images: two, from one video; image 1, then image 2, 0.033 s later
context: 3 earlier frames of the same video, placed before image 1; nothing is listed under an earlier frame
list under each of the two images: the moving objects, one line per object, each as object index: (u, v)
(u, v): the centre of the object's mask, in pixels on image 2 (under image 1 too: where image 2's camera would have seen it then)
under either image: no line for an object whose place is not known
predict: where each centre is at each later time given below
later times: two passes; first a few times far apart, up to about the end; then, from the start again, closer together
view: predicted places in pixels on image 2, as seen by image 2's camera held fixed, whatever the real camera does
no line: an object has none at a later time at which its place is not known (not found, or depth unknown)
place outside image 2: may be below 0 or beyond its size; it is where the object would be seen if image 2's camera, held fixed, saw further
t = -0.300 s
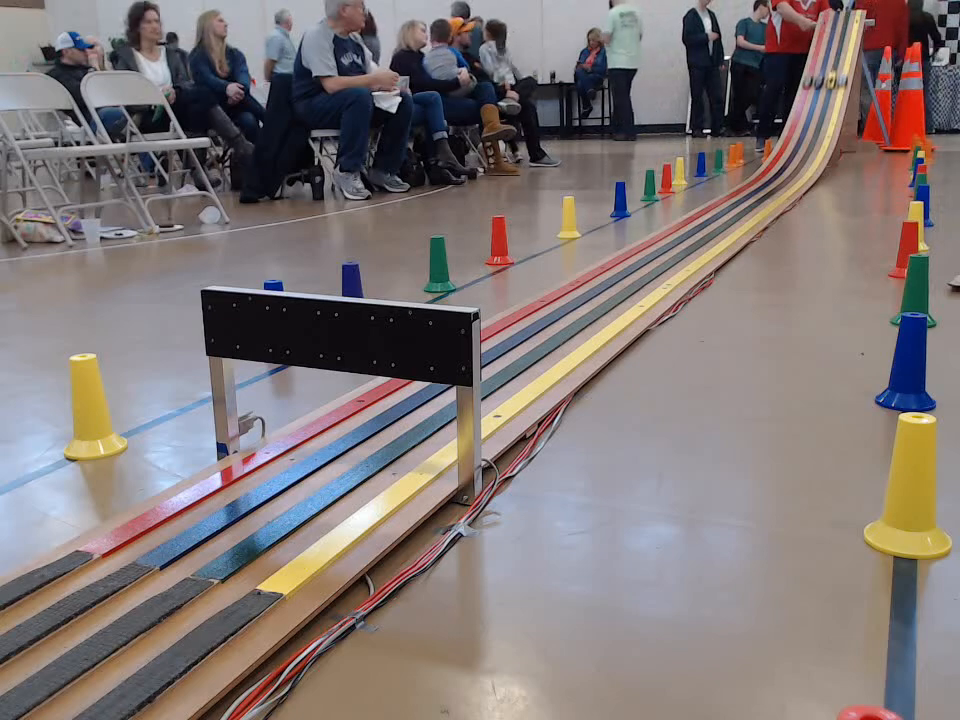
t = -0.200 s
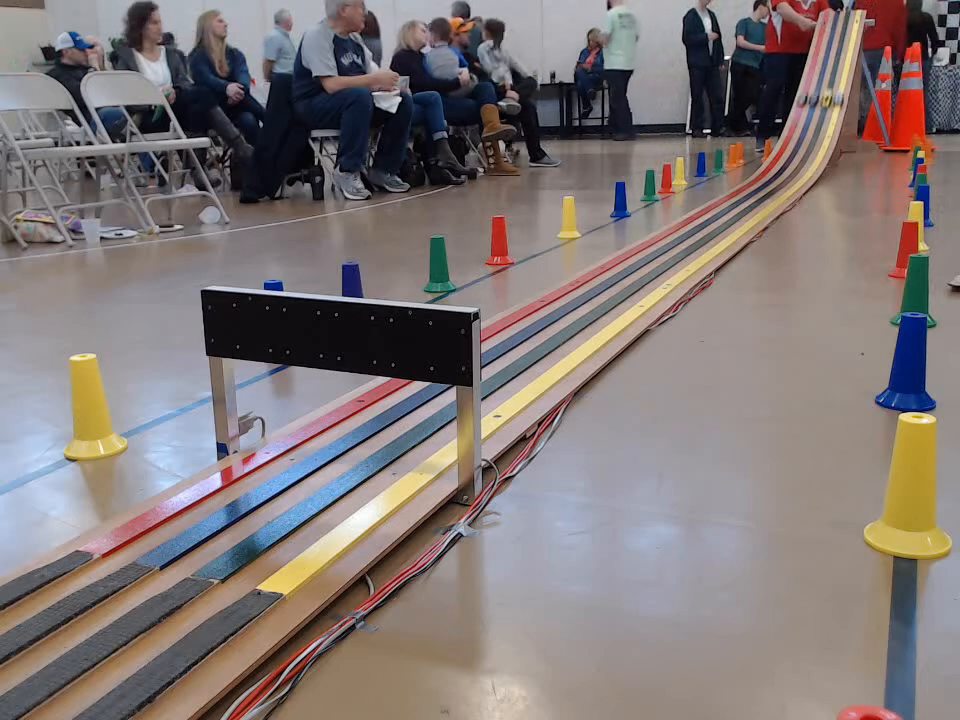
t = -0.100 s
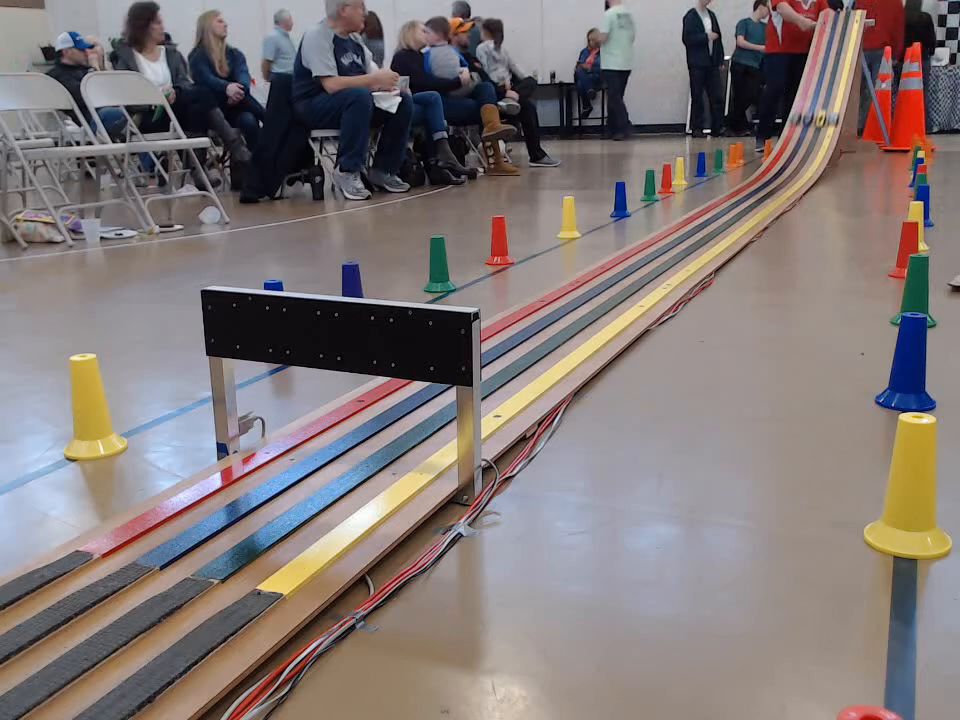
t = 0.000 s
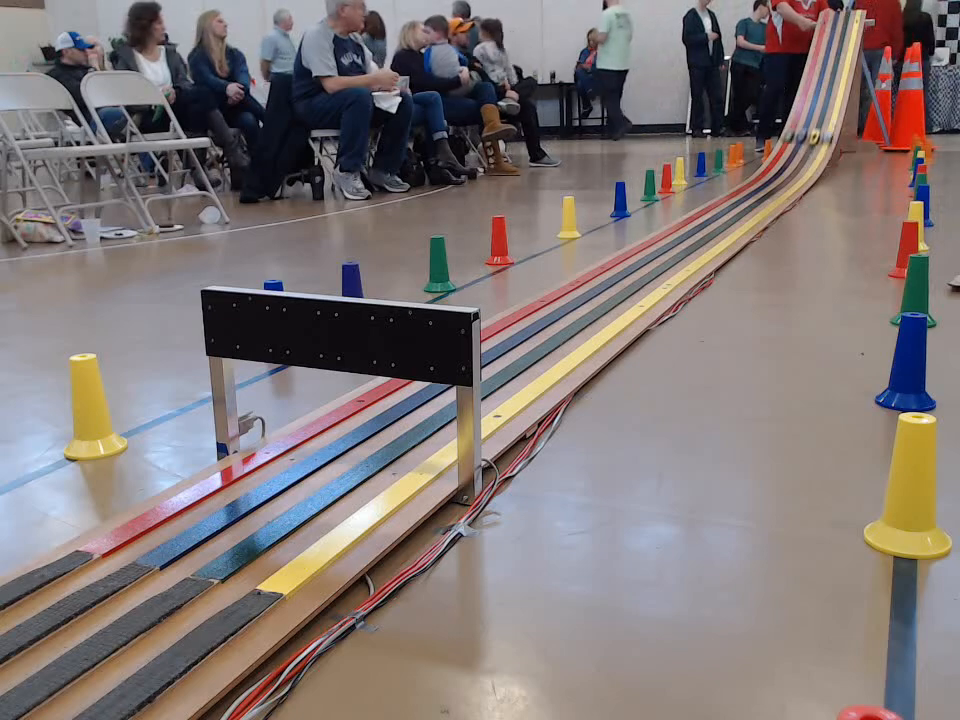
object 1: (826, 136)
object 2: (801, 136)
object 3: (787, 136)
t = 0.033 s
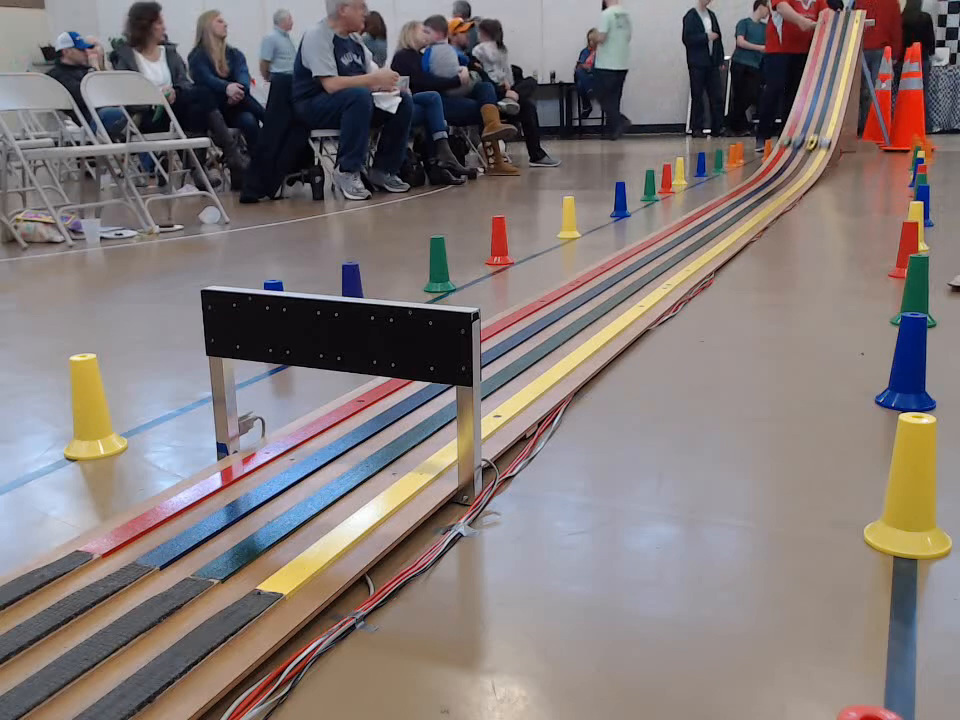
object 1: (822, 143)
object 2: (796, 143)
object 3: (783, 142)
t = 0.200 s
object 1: (812, 165)
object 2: (784, 164)
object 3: (769, 164)
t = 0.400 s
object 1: (796, 183)
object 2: (765, 182)
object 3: (750, 181)
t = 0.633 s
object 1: (771, 200)
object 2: (735, 200)
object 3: (717, 200)
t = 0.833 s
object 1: (741, 224)
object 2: (699, 222)
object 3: (679, 222)
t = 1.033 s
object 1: (701, 254)
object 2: (653, 251)
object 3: (625, 253)
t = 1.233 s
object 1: (637, 300)
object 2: (577, 295)
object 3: (543, 297)
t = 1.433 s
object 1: (526, 383)
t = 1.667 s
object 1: (179, 627)
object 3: (40, 568)
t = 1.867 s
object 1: (132, 680)
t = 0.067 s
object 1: (820, 148)
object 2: (793, 148)
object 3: (780, 146)
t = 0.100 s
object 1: (819, 153)
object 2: (791, 152)
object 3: (779, 150)
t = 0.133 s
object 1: (817, 157)
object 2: (789, 156)
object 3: (777, 155)
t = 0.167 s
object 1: (814, 162)
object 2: (788, 160)
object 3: (775, 160)
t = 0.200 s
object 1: (812, 165)
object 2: (784, 164)
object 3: (769, 164)
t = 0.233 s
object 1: (809, 168)
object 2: (780, 168)
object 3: (766, 167)
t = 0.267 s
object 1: (806, 171)
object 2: (778, 170)
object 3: (763, 170)
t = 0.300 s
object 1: (804, 175)
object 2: (775, 174)
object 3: (760, 173)
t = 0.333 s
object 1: (801, 178)
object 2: (771, 178)
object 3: (756, 177)
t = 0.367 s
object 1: (798, 180)
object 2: (767, 180)
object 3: (753, 179)
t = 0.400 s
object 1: (796, 183)
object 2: (765, 182)
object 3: (750, 181)
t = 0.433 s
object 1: (793, 186)
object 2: (761, 184)
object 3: (745, 183)
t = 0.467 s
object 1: (789, 188)
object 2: (756, 186)
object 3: (741, 186)
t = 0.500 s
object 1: (786, 190)
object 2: (753, 189)
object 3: (736, 189)
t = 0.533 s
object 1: (783, 192)
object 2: (749, 191)
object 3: (731, 192)
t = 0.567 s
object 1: (779, 195)
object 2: (744, 195)
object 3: (727, 194)
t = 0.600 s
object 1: (777, 197)
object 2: (740, 198)
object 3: (723, 197)
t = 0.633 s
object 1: (771, 200)
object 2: (735, 200)
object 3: (717, 200)
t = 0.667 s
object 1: (767, 203)
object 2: (729, 203)
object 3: (713, 203)
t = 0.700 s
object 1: (763, 207)
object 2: (724, 207)
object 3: (707, 206)
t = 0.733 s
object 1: (757, 211)
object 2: (718, 211)
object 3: (700, 211)
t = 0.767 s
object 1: (752, 216)
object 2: (712, 214)
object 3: (694, 215)
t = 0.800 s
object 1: (747, 219)
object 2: (706, 218)
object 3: (686, 219)
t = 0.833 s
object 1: (741, 224)
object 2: (699, 222)
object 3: (679, 222)
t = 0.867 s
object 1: (735, 228)
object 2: (692, 227)
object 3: (671, 227)
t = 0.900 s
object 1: (730, 232)
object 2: (685, 231)
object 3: (663, 232)
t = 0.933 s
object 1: (724, 237)
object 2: (677, 236)
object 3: (655, 237)
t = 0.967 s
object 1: (716, 242)
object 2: (670, 240)
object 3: (646, 242)
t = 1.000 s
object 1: (708, 248)
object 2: (661, 245)
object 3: (636, 248)
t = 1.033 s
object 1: (701, 254)
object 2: (653, 251)
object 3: (625, 253)
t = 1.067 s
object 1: (691, 258)
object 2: (642, 257)
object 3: (615, 259)
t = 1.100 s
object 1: (682, 265)
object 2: (630, 264)
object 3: (602, 266)
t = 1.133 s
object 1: (672, 272)
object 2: (619, 270)
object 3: (588, 273)
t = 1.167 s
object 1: (661, 281)
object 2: (606, 278)
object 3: (575, 280)
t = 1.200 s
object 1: (650, 290)
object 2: (590, 287)
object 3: (560, 288)
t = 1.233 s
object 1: (637, 300)
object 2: (577, 295)
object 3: (543, 297)
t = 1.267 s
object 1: (623, 311)
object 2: (561, 305)
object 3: (527, 306)
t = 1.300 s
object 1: (608, 321)
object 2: (546, 315)
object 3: (508, 317)
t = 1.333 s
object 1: (591, 335)
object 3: (492, 327)
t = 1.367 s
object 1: (571, 350)
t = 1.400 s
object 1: (549, 366)
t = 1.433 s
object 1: (526, 383)
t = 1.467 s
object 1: (502, 401)
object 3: (372, 392)
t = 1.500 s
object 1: (490, 417)
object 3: (339, 409)
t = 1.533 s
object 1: (426, 456)
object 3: (297, 432)
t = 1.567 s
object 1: (394, 481)
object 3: (247, 456)
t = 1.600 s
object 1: (330, 527)
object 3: (187, 488)
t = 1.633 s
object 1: (260, 577)
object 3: (110, 532)
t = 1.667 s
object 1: (179, 627)
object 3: (40, 568)
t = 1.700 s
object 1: (106, 673)
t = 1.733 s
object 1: (73, 695)
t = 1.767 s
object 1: (69, 704)
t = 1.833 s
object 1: (114, 687)
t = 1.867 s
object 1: (132, 680)
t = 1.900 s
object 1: (149, 672)
